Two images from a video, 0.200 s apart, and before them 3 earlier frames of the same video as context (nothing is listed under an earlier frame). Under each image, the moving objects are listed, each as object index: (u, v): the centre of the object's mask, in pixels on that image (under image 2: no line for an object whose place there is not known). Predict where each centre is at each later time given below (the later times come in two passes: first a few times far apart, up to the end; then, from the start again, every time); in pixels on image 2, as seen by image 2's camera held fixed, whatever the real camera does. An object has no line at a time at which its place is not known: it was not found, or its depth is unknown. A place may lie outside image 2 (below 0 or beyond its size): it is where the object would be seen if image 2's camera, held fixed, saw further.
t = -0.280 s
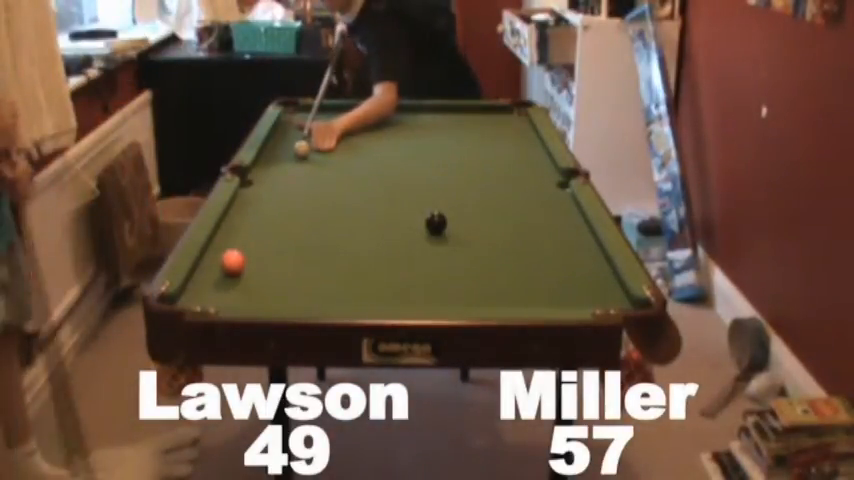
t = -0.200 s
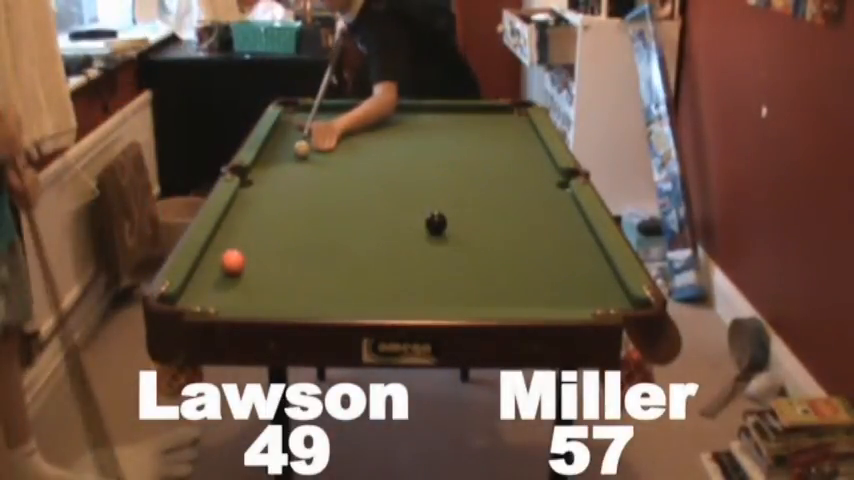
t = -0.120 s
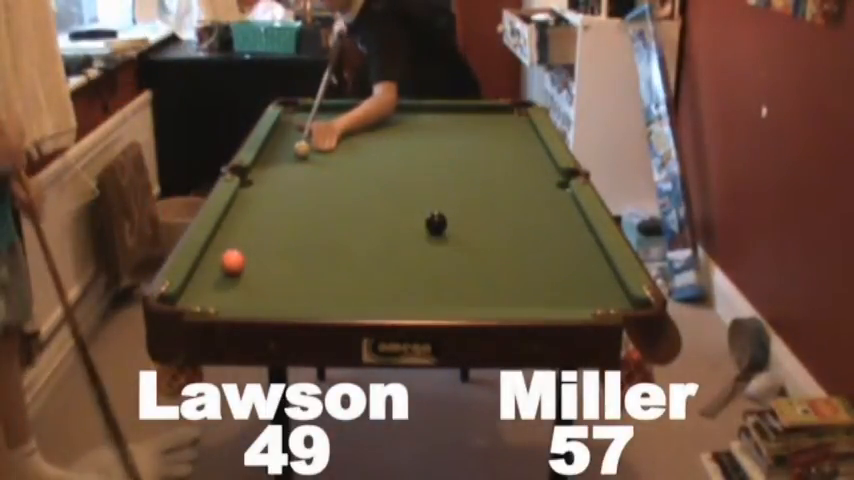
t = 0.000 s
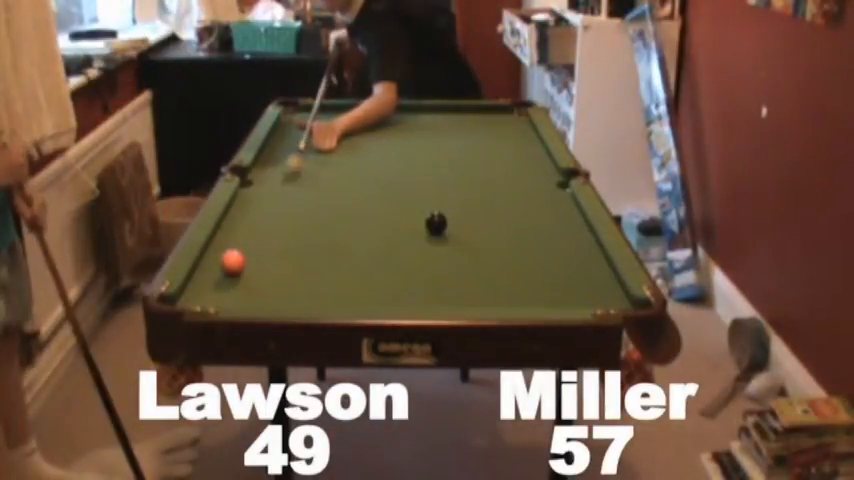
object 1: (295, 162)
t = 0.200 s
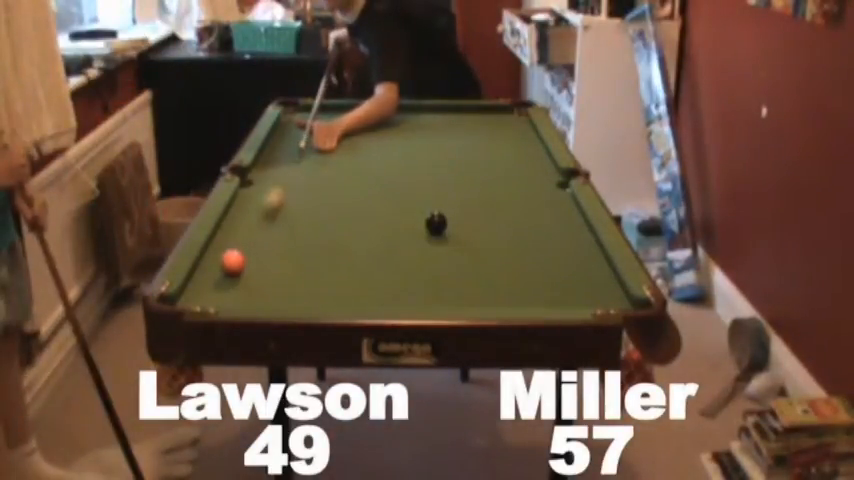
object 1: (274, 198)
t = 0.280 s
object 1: (264, 214)
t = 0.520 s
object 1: (252, 256)
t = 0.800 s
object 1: (269, 280)
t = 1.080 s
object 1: (285, 298)
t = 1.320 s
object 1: (301, 293)
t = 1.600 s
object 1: (309, 291)
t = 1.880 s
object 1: (310, 291)
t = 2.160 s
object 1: (310, 291)
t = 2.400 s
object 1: (310, 291)
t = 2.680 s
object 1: (310, 291)
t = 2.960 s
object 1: (310, 291)
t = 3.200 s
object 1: (310, 291)
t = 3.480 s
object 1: (310, 291)
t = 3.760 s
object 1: (310, 291)
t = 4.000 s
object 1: (310, 291)
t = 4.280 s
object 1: (310, 291)
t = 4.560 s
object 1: (310, 291)
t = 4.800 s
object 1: (310, 291)
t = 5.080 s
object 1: (310, 291)
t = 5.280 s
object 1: (310, 291)
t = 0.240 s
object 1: (269, 206)
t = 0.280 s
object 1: (264, 214)
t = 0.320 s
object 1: (260, 221)
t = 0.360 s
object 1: (255, 232)
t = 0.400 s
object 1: (250, 240)
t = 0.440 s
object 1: (247, 251)
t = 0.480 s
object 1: (249, 254)
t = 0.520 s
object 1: (252, 256)
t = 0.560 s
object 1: (255, 260)
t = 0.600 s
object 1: (258, 263)
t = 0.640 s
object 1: (260, 267)
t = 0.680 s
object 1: (262, 270)
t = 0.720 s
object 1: (264, 273)
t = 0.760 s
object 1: (267, 277)
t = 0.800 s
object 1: (269, 280)
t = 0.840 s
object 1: (271, 283)
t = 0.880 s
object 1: (274, 287)
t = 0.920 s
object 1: (276, 291)
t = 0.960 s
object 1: (278, 292)
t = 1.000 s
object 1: (280, 294)
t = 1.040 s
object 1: (282, 296)
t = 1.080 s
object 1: (285, 298)
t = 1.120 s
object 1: (288, 298)
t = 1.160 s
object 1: (291, 297)
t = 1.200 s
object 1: (294, 295)
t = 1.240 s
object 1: (296, 295)
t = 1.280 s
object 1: (299, 294)
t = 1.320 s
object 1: (301, 293)
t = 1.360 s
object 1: (303, 293)
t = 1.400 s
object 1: (305, 292)
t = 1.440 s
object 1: (305, 292)
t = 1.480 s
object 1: (307, 292)
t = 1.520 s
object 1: (308, 292)
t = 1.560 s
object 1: (309, 291)
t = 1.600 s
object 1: (309, 291)
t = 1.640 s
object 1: (310, 291)
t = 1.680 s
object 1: (310, 291)
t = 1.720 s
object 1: (310, 290)
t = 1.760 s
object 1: (310, 290)
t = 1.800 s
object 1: (310, 290)
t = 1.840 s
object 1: (310, 291)
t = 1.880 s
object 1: (310, 291)
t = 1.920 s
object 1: (310, 291)
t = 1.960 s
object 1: (310, 291)
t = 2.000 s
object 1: (310, 291)
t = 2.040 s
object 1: (310, 291)
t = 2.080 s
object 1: (310, 291)
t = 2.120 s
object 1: (310, 291)
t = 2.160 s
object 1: (310, 291)
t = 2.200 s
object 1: (310, 291)
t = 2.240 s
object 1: (310, 291)
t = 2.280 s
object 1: (310, 291)
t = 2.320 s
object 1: (310, 291)
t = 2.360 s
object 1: (310, 291)
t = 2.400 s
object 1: (310, 291)
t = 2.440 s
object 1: (310, 291)
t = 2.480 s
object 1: (310, 291)
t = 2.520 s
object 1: (310, 291)
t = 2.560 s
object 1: (310, 291)
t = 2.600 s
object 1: (310, 291)
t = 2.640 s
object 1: (310, 291)
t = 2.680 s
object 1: (310, 291)
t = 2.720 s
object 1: (310, 291)
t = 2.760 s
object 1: (310, 291)
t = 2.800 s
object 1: (310, 291)
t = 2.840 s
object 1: (310, 291)
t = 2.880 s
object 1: (310, 291)
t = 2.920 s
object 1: (310, 291)
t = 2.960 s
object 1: (310, 291)
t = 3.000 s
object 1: (310, 291)
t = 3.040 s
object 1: (310, 291)
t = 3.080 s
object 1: (310, 291)
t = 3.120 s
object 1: (310, 291)
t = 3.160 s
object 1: (310, 291)
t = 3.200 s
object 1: (310, 291)
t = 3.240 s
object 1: (310, 291)
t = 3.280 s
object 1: (310, 291)
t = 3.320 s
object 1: (310, 291)
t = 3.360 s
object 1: (310, 291)
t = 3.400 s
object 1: (310, 291)
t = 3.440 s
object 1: (310, 291)
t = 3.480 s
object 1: (310, 291)
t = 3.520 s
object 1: (310, 291)
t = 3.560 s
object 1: (310, 291)
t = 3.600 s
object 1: (310, 291)
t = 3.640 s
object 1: (310, 291)
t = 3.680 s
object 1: (310, 291)
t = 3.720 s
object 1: (310, 291)
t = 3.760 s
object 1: (310, 291)
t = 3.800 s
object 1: (310, 291)
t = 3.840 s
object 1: (310, 291)
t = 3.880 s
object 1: (310, 291)
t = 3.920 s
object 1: (310, 291)
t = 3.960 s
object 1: (310, 291)
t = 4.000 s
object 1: (310, 291)
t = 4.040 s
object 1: (310, 291)
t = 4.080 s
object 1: (310, 291)
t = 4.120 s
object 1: (310, 291)
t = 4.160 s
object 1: (310, 291)
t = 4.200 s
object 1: (310, 291)
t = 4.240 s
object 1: (310, 291)
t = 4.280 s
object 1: (310, 291)
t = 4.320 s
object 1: (310, 291)
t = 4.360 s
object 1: (310, 291)
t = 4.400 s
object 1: (310, 291)
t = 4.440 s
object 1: (310, 291)
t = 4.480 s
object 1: (310, 291)
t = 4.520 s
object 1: (310, 291)
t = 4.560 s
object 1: (310, 291)
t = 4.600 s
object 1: (310, 291)
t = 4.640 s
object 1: (310, 291)
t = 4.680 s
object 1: (310, 291)
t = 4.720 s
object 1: (310, 291)
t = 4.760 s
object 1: (310, 291)
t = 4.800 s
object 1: (310, 291)
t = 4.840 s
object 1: (310, 291)
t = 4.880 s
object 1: (310, 291)
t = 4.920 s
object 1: (310, 291)
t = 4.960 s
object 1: (310, 291)
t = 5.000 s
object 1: (310, 291)
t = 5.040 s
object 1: (310, 291)
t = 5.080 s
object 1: (310, 291)
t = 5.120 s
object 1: (310, 291)
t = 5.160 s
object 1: (310, 291)
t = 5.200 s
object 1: (310, 291)
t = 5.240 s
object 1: (310, 291)
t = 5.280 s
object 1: (310, 291)
